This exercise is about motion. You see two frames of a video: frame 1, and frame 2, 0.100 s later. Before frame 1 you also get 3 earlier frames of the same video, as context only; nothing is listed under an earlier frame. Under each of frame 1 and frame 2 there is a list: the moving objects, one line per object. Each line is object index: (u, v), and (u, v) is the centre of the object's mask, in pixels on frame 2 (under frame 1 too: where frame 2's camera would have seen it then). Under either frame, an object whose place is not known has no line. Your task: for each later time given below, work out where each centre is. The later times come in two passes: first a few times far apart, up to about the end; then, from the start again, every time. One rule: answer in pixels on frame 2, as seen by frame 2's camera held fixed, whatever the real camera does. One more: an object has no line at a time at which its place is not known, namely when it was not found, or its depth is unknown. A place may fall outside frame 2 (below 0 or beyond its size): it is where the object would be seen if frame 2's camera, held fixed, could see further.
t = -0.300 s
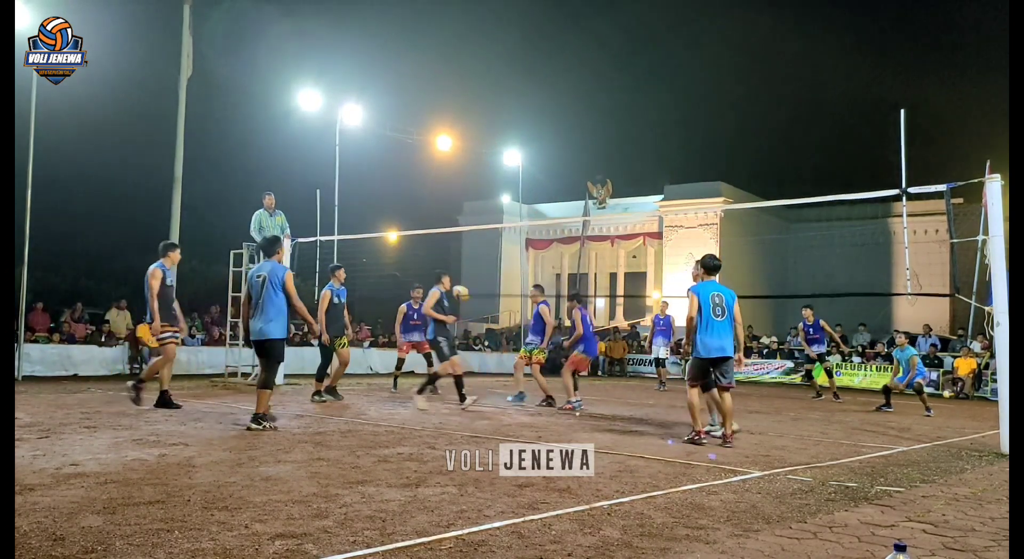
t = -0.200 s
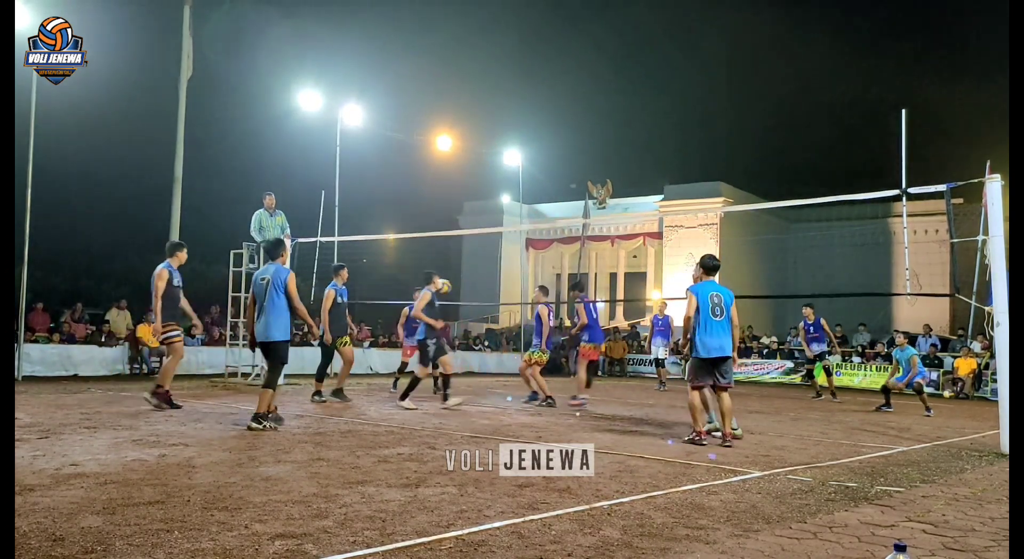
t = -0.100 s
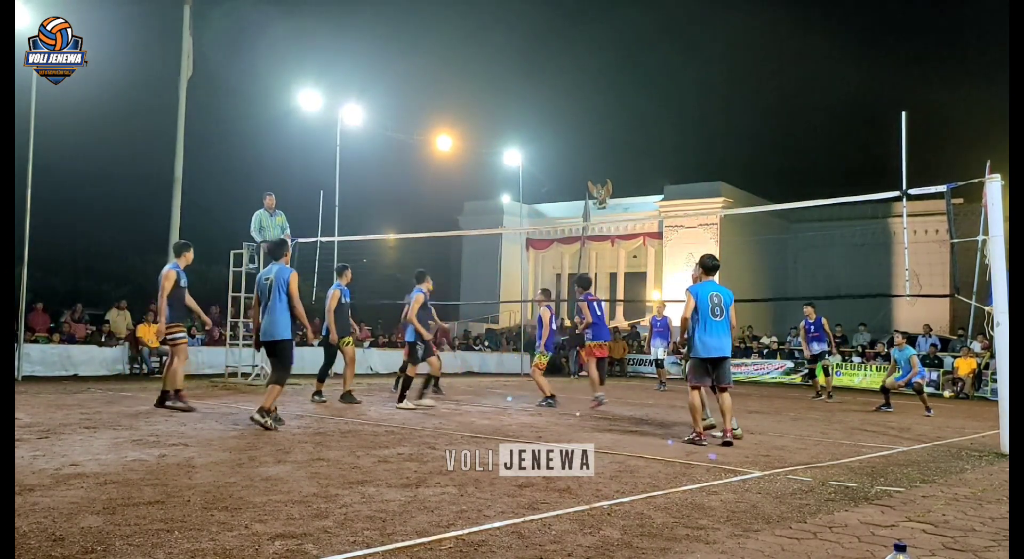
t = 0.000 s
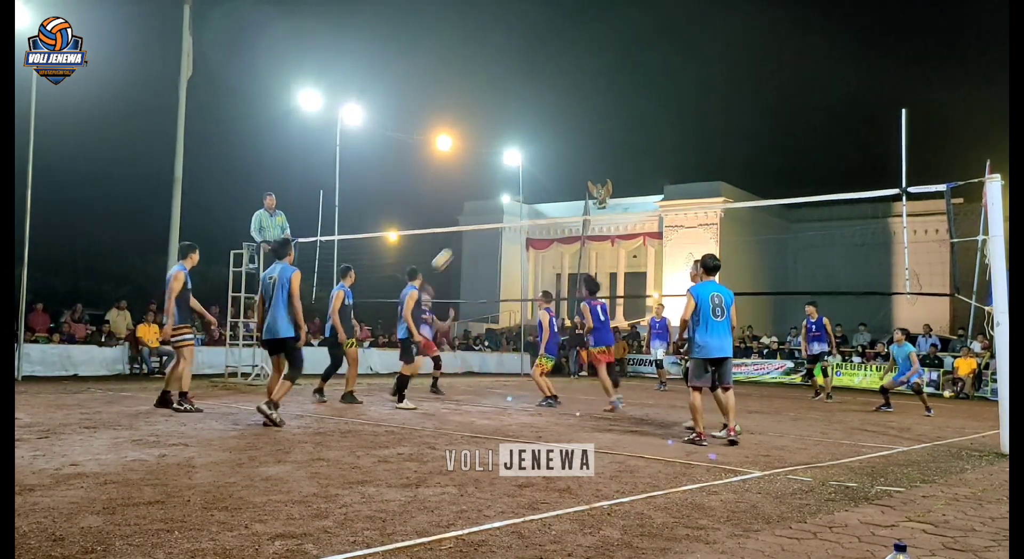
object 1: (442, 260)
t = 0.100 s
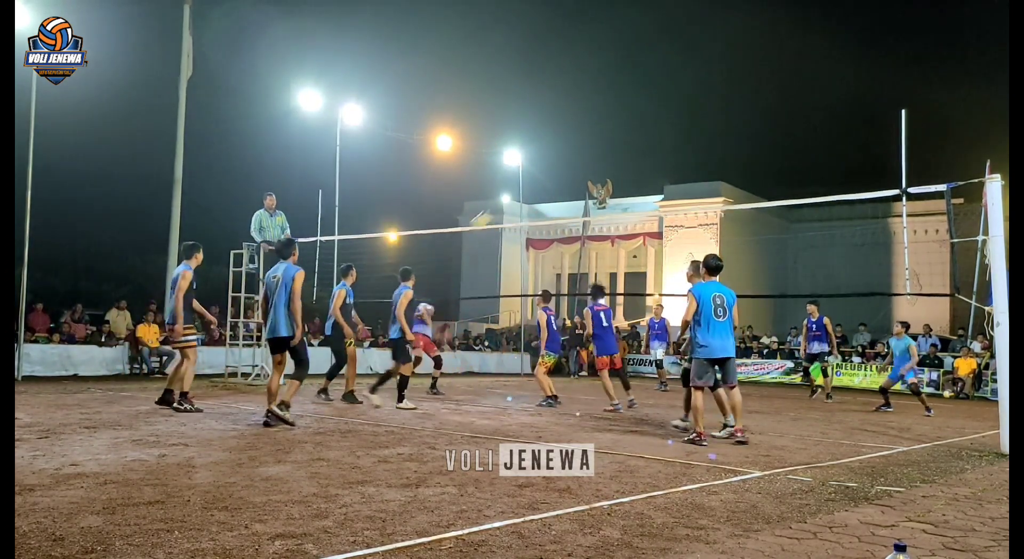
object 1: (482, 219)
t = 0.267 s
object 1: (546, 171)
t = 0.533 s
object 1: (643, 128)
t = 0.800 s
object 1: (736, 130)
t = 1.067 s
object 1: (827, 174)
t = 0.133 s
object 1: (494, 209)
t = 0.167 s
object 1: (506, 197)
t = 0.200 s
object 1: (519, 189)
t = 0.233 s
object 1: (533, 179)
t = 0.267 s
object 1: (546, 171)
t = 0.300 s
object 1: (558, 162)
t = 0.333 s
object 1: (570, 155)
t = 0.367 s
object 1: (582, 149)
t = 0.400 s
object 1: (595, 144)
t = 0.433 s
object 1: (607, 139)
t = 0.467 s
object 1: (619, 135)
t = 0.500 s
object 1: (631, 131)
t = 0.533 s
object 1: (643, 128)
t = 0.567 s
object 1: (655, 125)
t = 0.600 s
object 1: (667, 124)
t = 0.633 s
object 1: (679, 124)
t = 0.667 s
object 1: (690, 124)
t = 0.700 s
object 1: (702, 124)
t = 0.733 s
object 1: (714, 125)
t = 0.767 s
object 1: (725, 127)
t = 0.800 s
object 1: (736, 130)
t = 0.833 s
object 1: (748, 133)
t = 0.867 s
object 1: (760, 137)
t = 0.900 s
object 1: (771, 141)
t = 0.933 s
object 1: (782, 147)
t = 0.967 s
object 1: (794, 153)
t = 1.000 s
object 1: (805, 159)
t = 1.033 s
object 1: (816, 167)
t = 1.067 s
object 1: (827, 174)
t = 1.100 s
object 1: (839, 183)
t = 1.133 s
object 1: (848, 189)
